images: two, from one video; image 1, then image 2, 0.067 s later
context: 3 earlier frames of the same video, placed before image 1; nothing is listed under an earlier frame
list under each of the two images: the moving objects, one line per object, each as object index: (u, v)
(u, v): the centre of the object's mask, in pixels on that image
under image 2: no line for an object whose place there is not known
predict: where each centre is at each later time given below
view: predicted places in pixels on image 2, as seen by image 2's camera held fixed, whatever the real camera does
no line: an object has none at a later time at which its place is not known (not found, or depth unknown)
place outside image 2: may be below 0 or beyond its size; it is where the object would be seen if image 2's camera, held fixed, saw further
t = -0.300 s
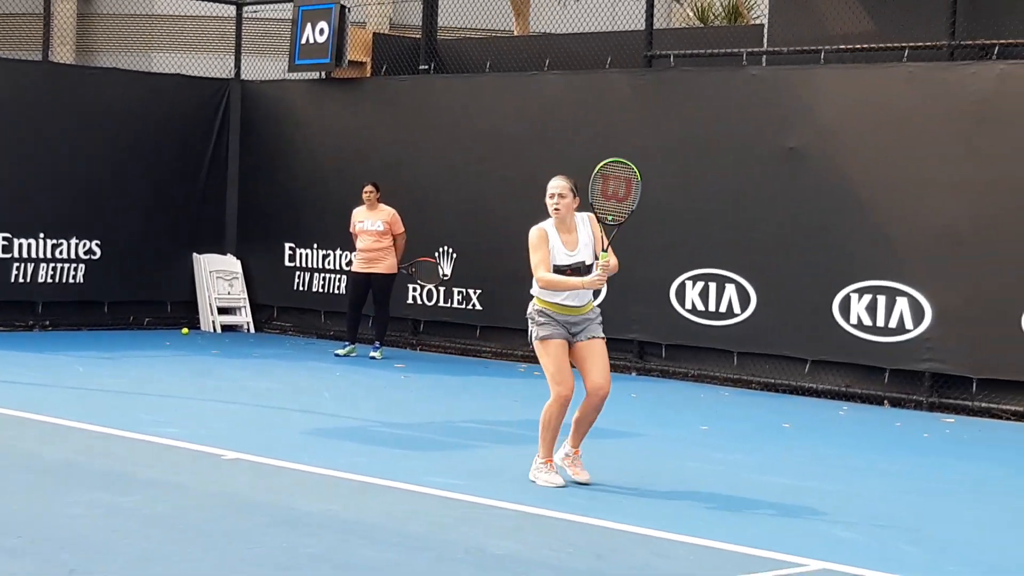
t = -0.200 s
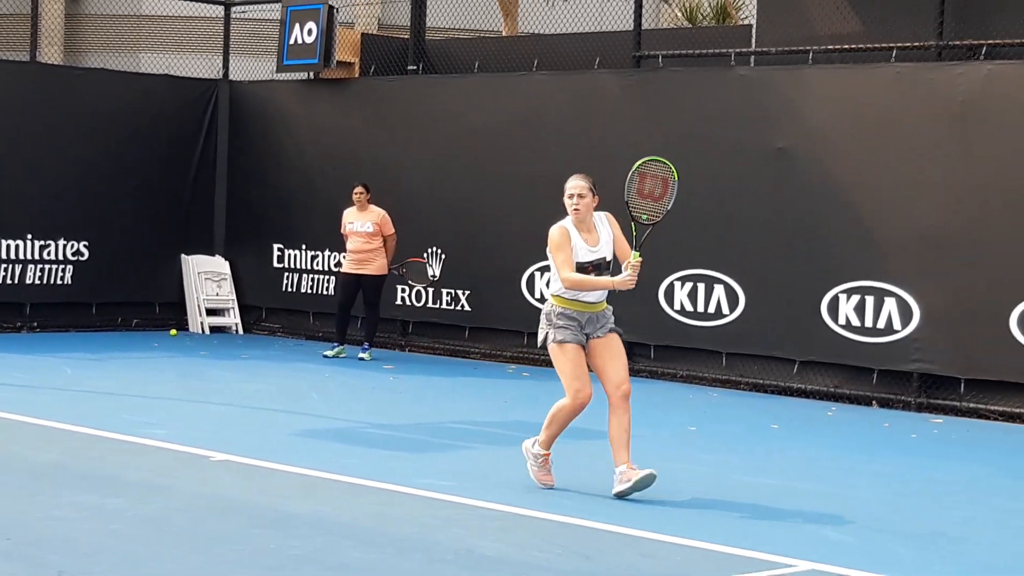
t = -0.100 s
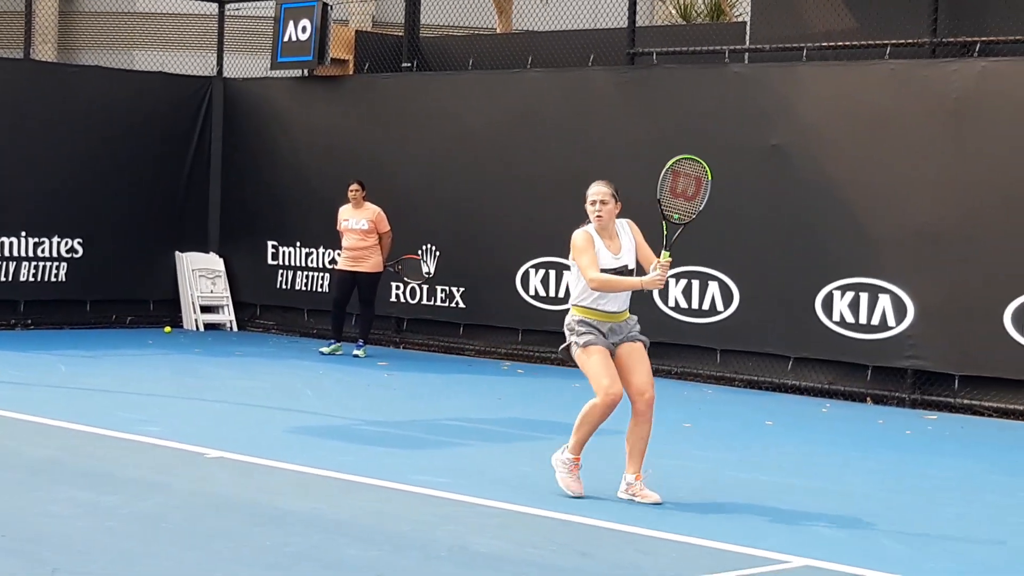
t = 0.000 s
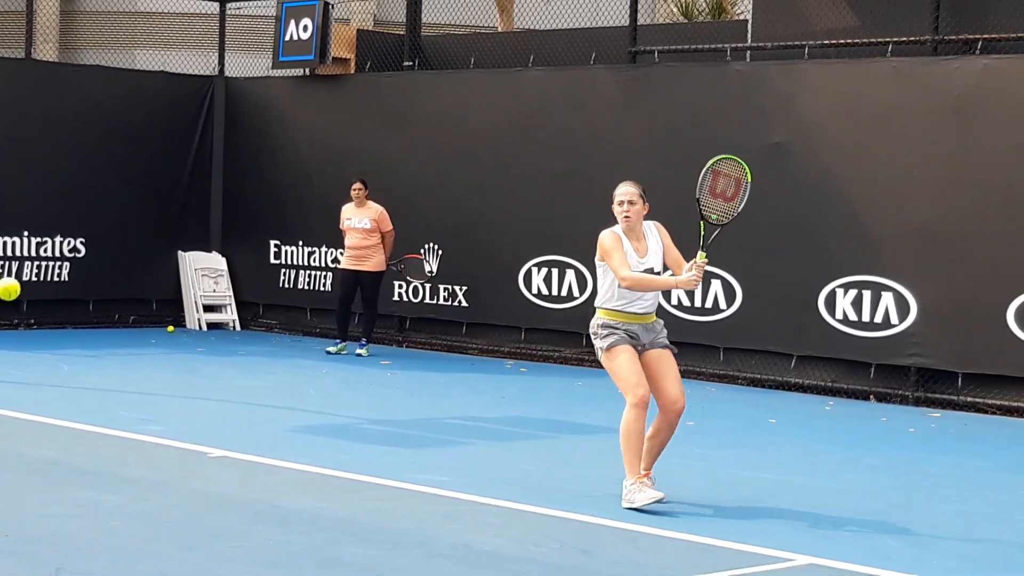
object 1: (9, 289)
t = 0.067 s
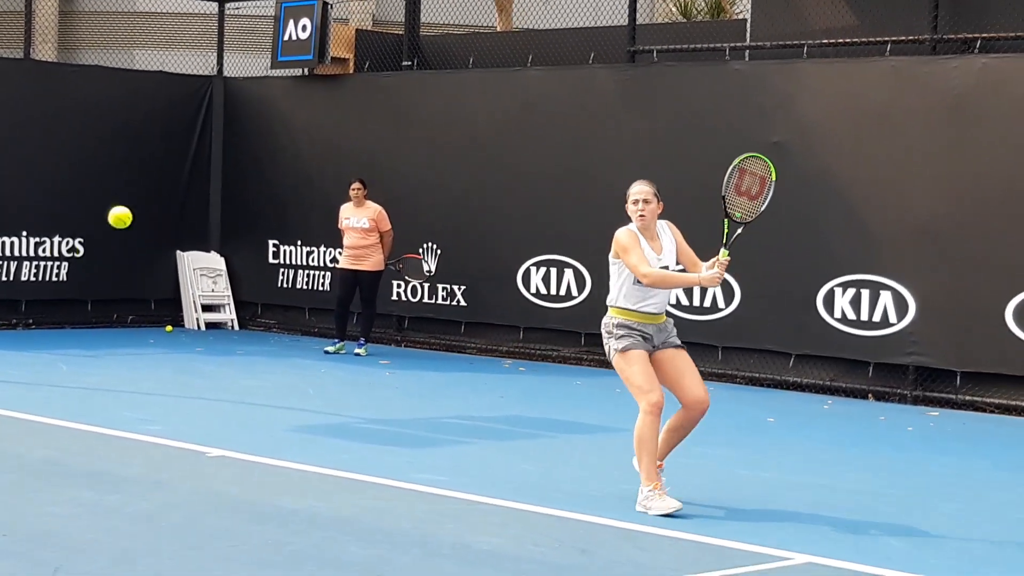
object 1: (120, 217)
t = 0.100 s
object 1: (173, 188)
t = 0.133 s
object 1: (224, 164)
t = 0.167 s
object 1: (273, 142)
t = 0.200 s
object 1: (320, 126)
